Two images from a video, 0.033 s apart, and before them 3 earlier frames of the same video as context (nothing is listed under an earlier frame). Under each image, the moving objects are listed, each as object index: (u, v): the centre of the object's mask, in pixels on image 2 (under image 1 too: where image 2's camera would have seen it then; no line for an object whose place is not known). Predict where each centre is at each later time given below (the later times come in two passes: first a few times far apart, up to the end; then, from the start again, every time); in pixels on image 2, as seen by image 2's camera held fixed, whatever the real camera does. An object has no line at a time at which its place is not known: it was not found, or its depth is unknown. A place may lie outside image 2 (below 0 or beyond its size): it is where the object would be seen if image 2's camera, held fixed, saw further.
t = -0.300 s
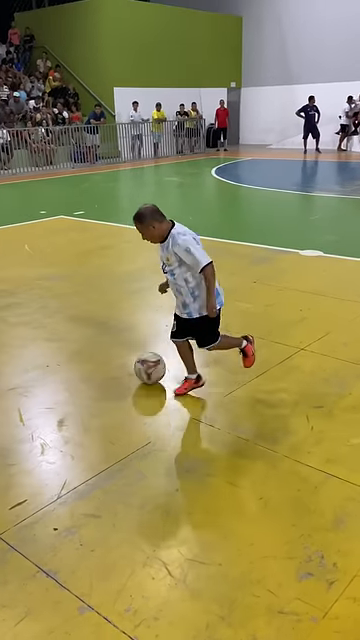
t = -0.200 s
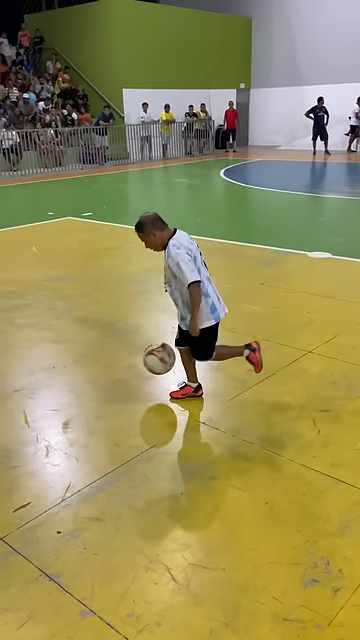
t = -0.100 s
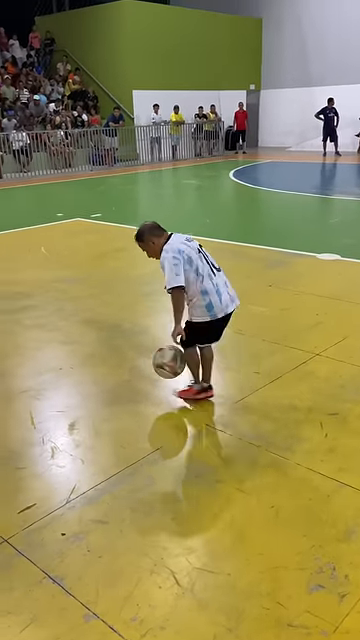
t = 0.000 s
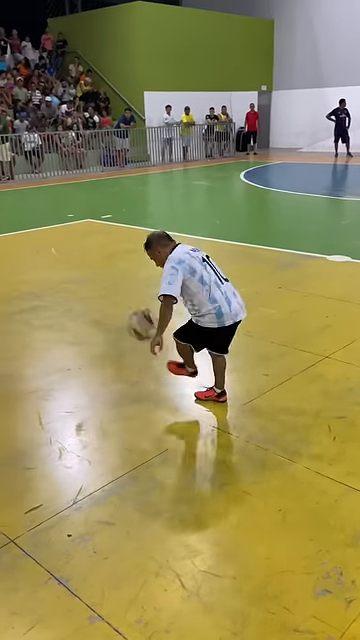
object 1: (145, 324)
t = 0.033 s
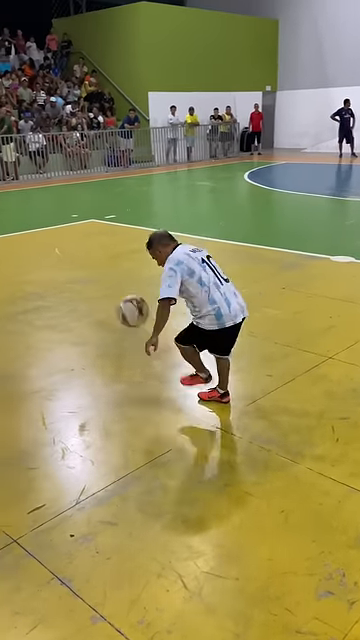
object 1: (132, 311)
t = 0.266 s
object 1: (45, 268)
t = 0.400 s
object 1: (5, 280)
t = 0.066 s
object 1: (118, 299)
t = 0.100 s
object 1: (105, 289)
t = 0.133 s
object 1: (92, 281)
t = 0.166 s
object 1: (80, 275)
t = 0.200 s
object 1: (67, 270)
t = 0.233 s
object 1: (56, 268)
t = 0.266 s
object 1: (45, 268)
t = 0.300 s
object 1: (35, 268)
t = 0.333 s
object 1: (25, 271)
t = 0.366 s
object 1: (15, 275)
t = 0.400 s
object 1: (5, 280)
